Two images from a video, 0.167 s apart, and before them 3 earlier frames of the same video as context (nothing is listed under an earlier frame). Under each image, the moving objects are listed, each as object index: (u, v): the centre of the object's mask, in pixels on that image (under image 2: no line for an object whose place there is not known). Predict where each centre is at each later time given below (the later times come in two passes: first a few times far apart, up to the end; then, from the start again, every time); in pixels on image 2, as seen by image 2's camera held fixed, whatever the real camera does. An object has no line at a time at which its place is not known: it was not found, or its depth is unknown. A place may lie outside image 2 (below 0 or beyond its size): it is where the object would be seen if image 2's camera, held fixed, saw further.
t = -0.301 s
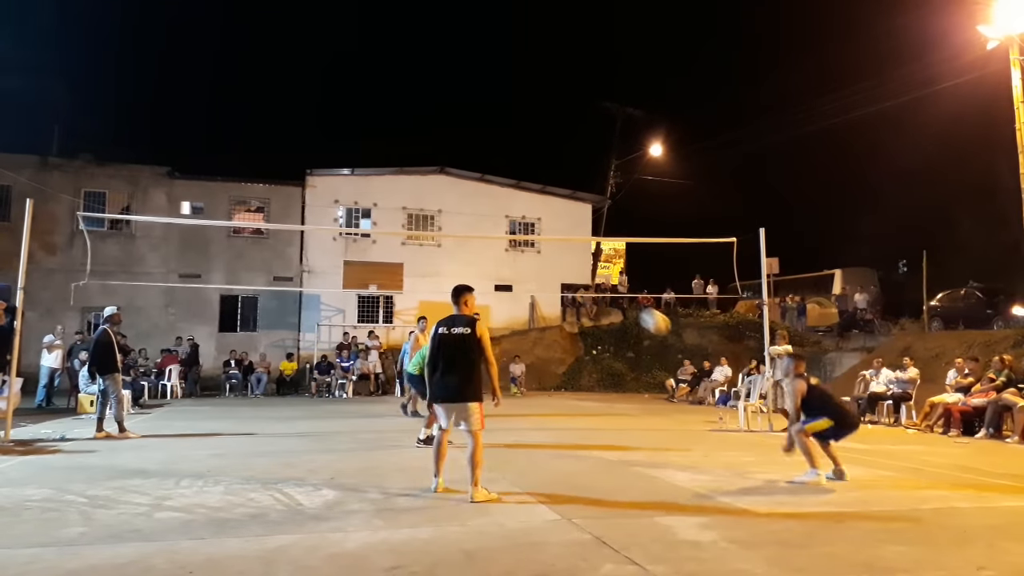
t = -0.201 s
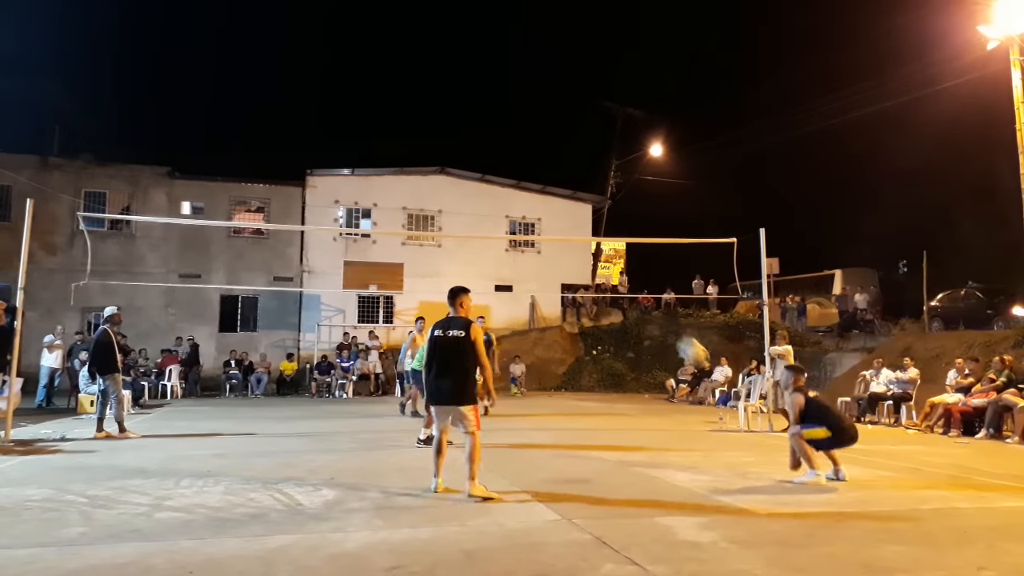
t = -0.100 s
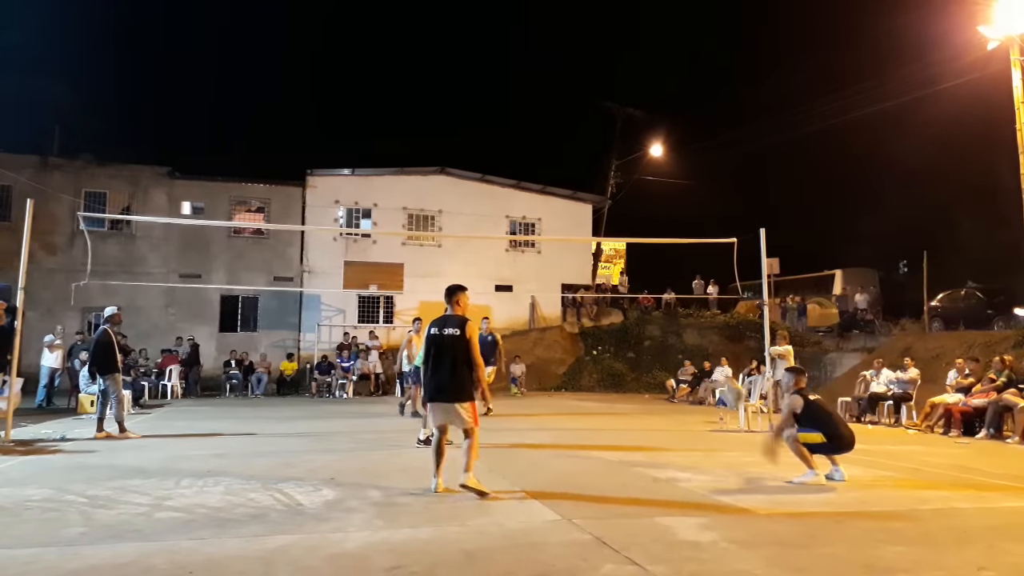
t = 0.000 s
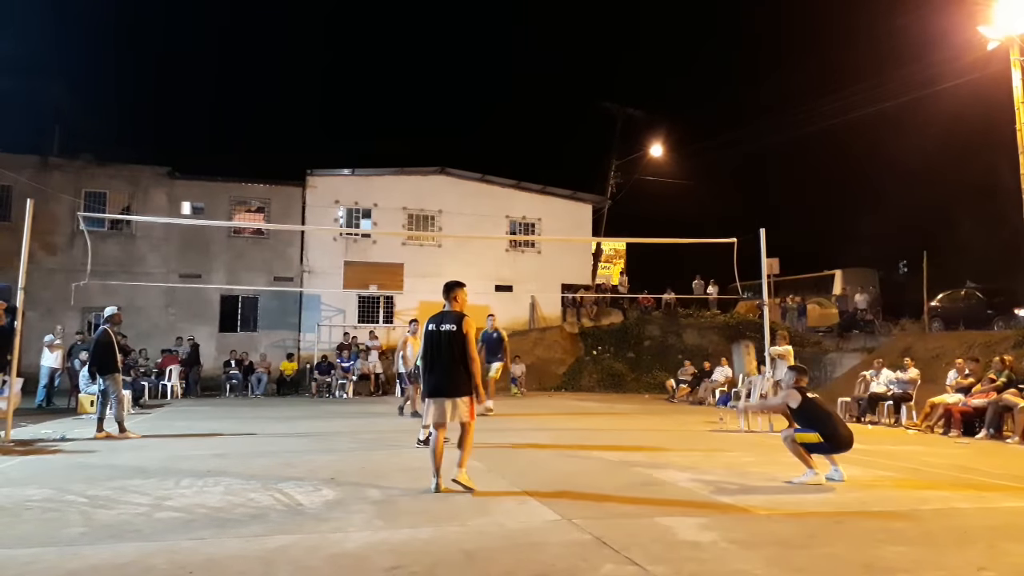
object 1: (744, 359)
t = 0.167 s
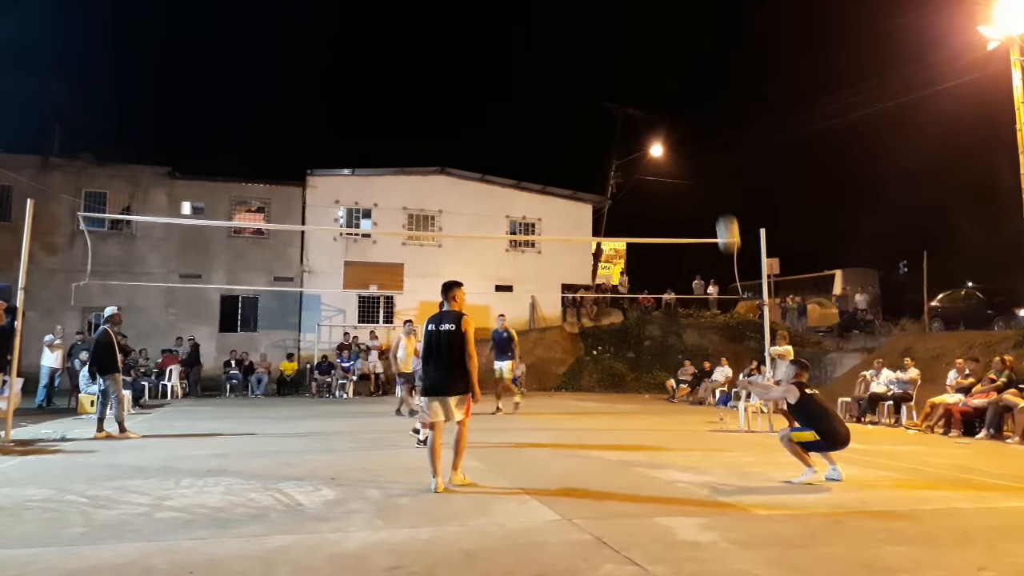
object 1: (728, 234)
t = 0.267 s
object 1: (720, 175)
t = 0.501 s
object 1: (703, 81)
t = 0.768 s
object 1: (686, 38)
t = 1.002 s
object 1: (673, 48)
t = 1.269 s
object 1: (660, 105)
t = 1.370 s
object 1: (655, 136)
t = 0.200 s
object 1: (725, 213)
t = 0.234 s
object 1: (722, 194)
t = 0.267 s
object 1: (720, 175)
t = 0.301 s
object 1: (717, 158)
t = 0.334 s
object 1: (714, 142)
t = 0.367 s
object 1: (712, 128)
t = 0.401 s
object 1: (710, 114)
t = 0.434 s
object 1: (707, 102)
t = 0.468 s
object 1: (705, 91)
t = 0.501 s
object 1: (703, 81)
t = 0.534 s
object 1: (700, 72)
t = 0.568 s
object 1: (698, 64)
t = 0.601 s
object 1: (696, 58)
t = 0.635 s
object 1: (694, 52)
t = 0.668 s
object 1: (692, 47)
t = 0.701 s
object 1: (690, 43)
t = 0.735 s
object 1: (688, 40)
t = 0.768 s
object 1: (686, 38)
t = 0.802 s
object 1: (684, 37)
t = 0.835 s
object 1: (682, 37)
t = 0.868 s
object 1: (680, 38)
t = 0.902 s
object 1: (678, 39)
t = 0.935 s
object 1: (677, 41)
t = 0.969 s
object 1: (675, 44)
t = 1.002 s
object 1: (673, 48)
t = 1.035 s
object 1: (671, 53)
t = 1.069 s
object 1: (670, 58)
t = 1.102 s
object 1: (668, 64)
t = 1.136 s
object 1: (666, 71)
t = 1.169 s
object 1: (665, 78)
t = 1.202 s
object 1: (663, 87)
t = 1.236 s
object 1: (662, 96)
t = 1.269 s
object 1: (660, 105)
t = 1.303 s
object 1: (658, 115)
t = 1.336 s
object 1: (657, 127)
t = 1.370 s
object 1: (655, 136)
